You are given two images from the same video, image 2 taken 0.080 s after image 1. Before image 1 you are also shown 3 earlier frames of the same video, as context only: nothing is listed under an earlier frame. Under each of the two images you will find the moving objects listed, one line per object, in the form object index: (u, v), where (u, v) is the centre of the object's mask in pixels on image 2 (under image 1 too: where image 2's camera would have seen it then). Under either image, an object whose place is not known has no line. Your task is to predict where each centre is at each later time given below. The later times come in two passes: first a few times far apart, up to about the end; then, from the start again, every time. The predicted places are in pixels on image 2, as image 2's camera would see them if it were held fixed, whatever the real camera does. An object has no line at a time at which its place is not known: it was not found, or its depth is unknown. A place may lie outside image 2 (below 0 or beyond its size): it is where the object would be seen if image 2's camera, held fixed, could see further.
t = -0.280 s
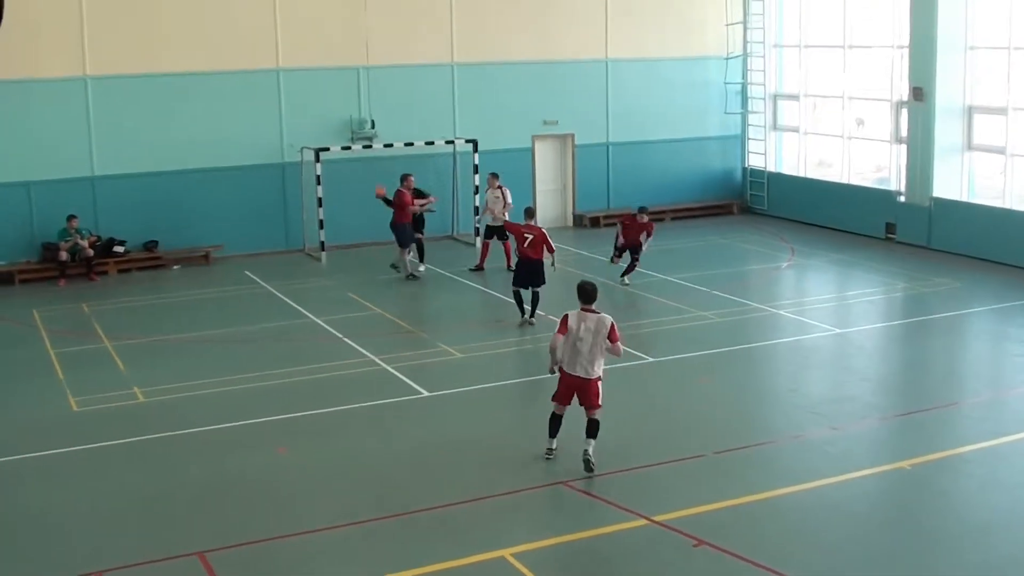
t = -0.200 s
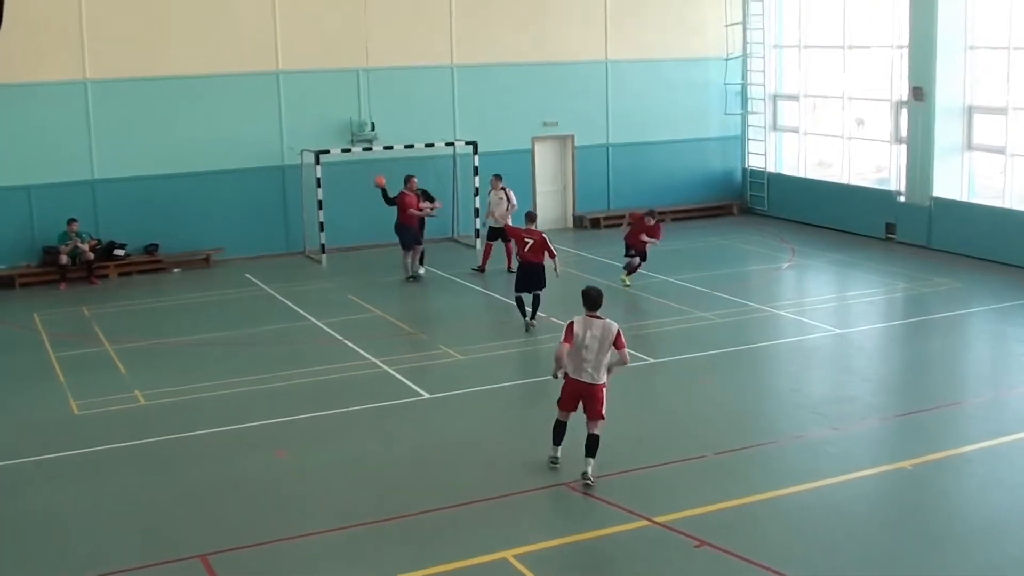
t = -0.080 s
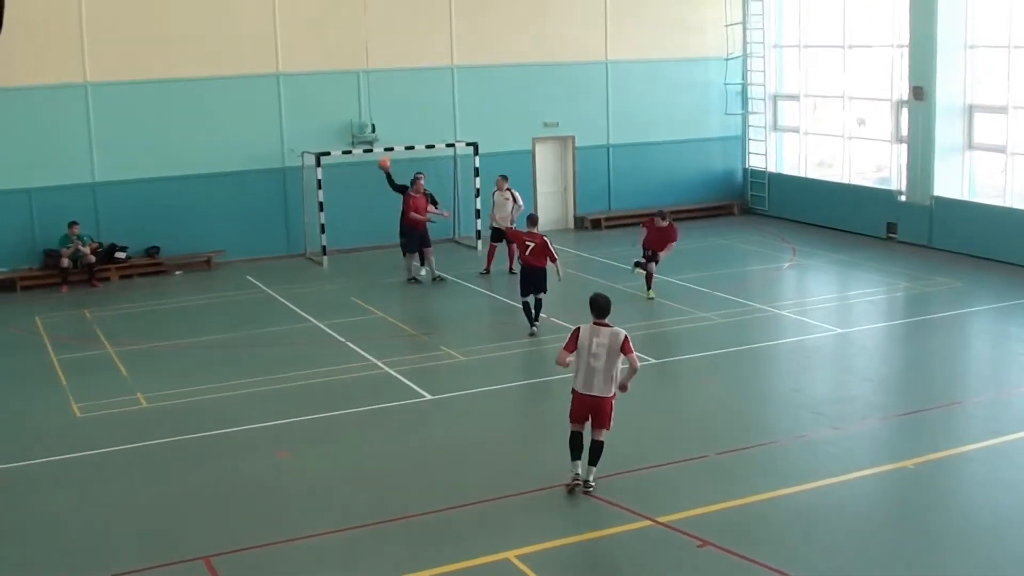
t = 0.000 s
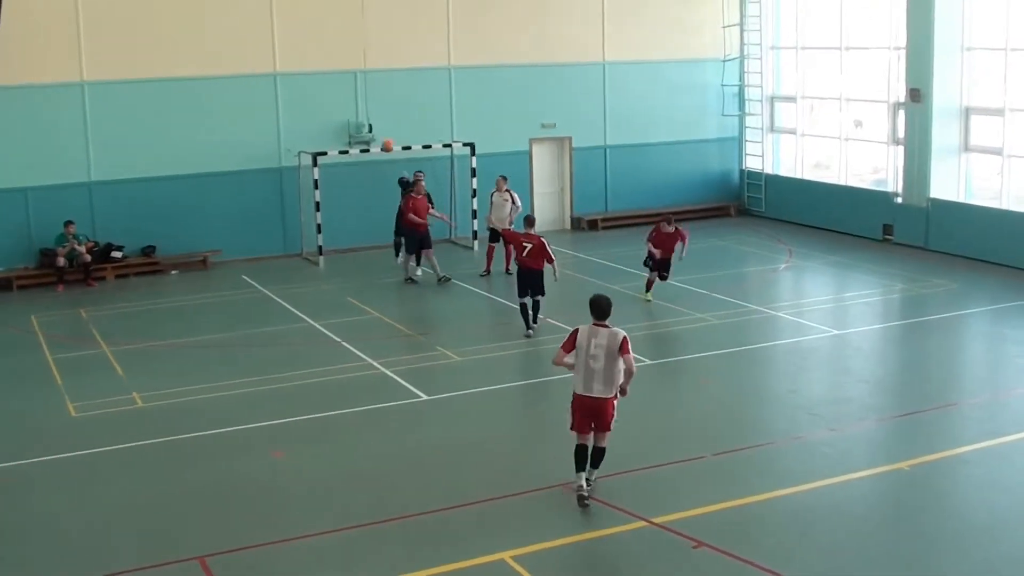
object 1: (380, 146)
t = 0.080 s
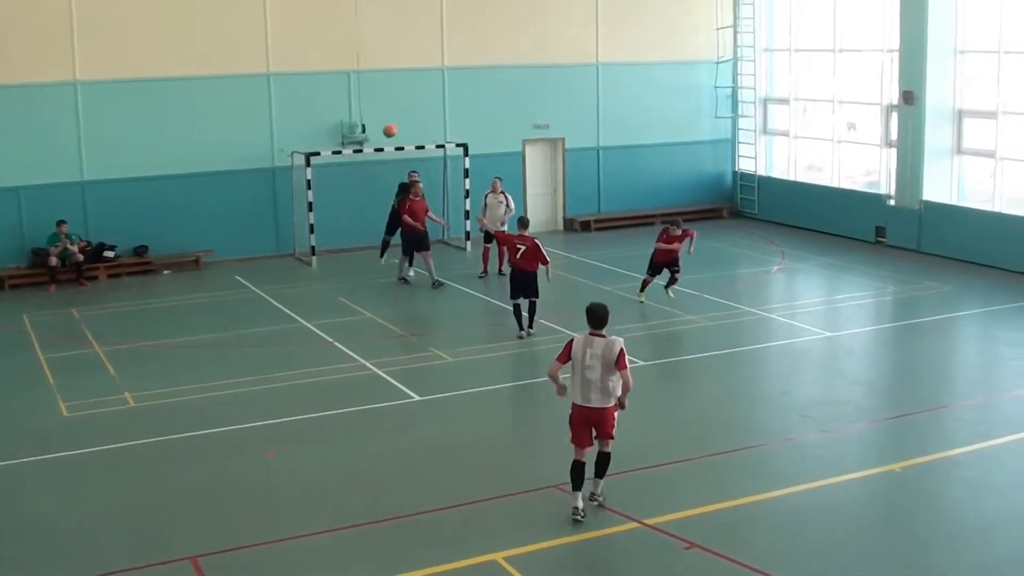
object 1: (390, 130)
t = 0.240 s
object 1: (410, 106)
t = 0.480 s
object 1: (450, 93)
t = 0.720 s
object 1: (499, 124)
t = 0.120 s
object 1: (395, 123)
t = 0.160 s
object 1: (400, 117)
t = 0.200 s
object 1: (405, 110)
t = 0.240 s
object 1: (410, 106)
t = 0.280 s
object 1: (416, 101)
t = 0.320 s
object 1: (422, 97)
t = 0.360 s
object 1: (428, 95)
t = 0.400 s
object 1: (435, 93)
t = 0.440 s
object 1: (441, 92)
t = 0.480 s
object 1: (450, 93)
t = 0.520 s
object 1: (456, 94)
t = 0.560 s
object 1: (464, 97)
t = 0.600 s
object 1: (472, 102)
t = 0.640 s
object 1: (480, 108)
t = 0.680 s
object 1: (489, 115)
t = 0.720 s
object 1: (499, 124)
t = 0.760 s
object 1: (508, 135)
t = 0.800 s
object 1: (519, 149)
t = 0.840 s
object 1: (530, 165)
